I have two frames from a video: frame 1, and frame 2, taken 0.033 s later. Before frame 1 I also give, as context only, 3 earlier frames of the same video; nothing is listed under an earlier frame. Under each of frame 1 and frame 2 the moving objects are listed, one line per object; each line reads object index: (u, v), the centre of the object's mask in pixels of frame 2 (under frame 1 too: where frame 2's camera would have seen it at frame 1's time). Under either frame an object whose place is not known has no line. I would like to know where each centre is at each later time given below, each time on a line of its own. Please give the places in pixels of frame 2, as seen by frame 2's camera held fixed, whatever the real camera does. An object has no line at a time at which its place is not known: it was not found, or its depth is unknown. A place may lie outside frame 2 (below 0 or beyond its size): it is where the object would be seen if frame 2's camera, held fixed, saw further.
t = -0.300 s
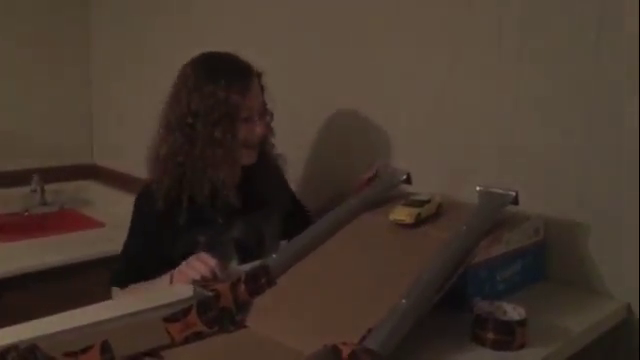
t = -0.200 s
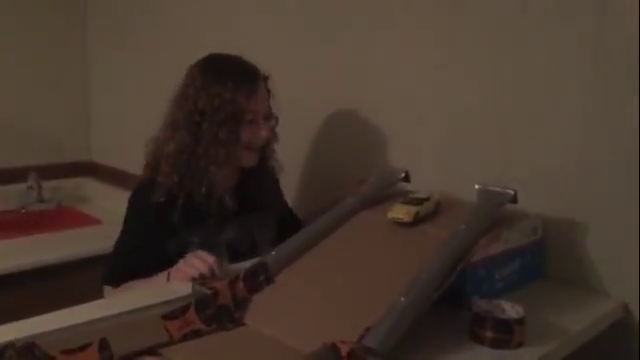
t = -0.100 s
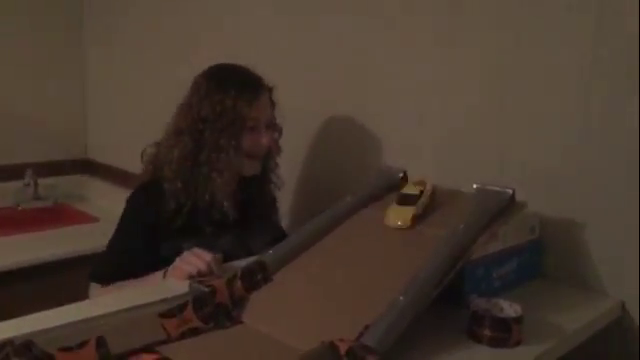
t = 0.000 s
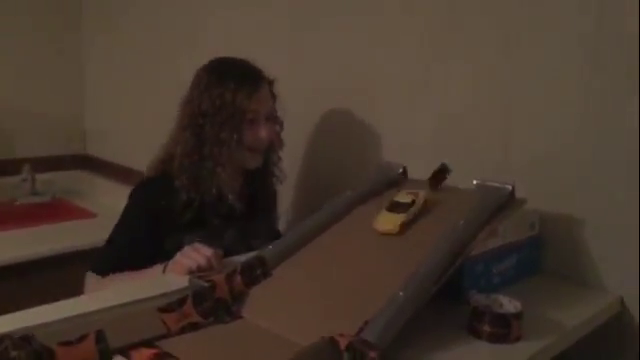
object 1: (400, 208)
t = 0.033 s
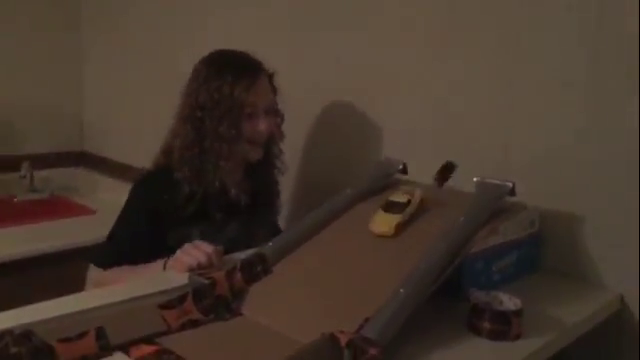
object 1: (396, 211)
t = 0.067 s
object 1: (391, 216)
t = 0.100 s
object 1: (384, 223)
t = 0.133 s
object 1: (376, 231)
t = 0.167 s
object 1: (368, 240)
